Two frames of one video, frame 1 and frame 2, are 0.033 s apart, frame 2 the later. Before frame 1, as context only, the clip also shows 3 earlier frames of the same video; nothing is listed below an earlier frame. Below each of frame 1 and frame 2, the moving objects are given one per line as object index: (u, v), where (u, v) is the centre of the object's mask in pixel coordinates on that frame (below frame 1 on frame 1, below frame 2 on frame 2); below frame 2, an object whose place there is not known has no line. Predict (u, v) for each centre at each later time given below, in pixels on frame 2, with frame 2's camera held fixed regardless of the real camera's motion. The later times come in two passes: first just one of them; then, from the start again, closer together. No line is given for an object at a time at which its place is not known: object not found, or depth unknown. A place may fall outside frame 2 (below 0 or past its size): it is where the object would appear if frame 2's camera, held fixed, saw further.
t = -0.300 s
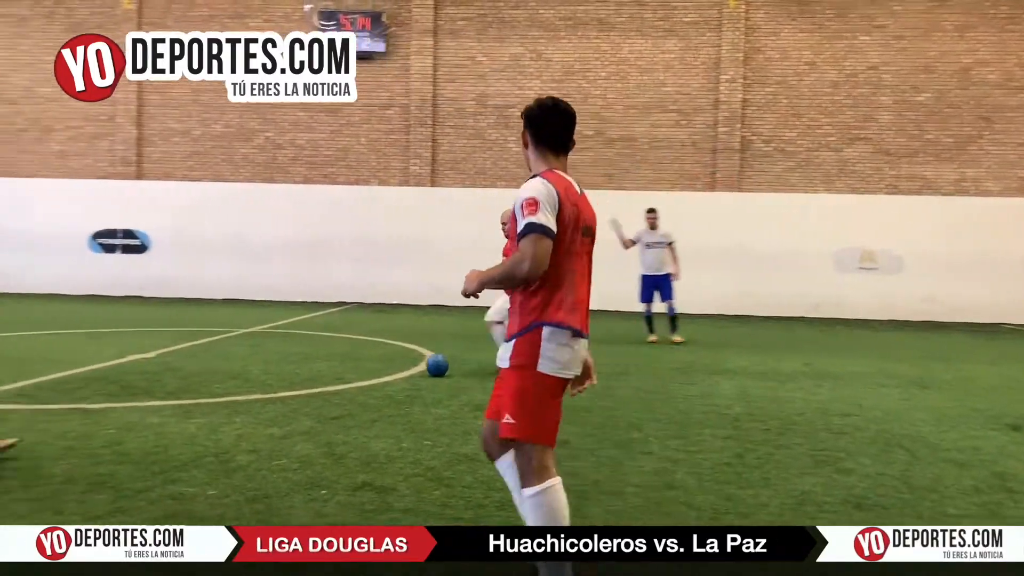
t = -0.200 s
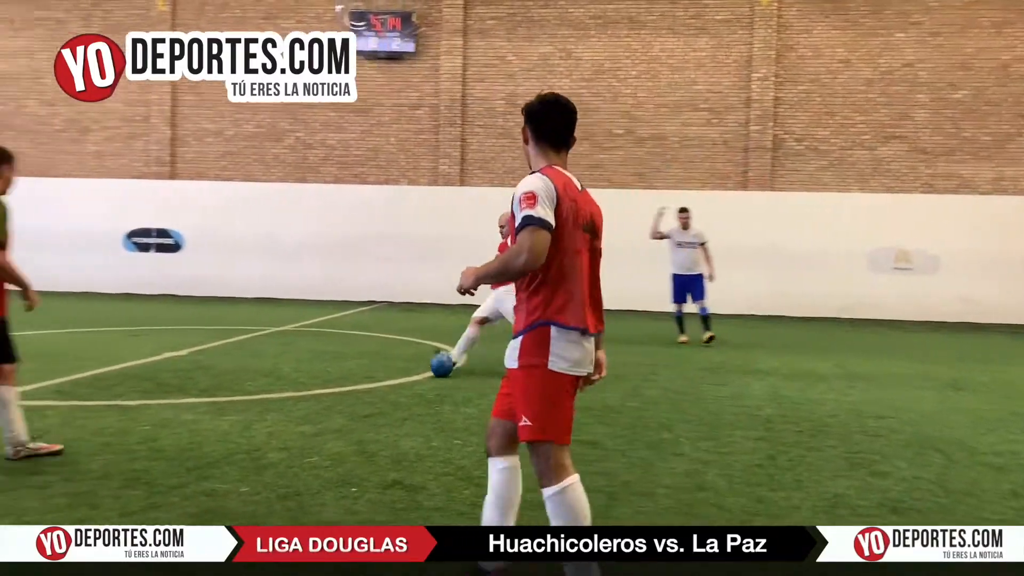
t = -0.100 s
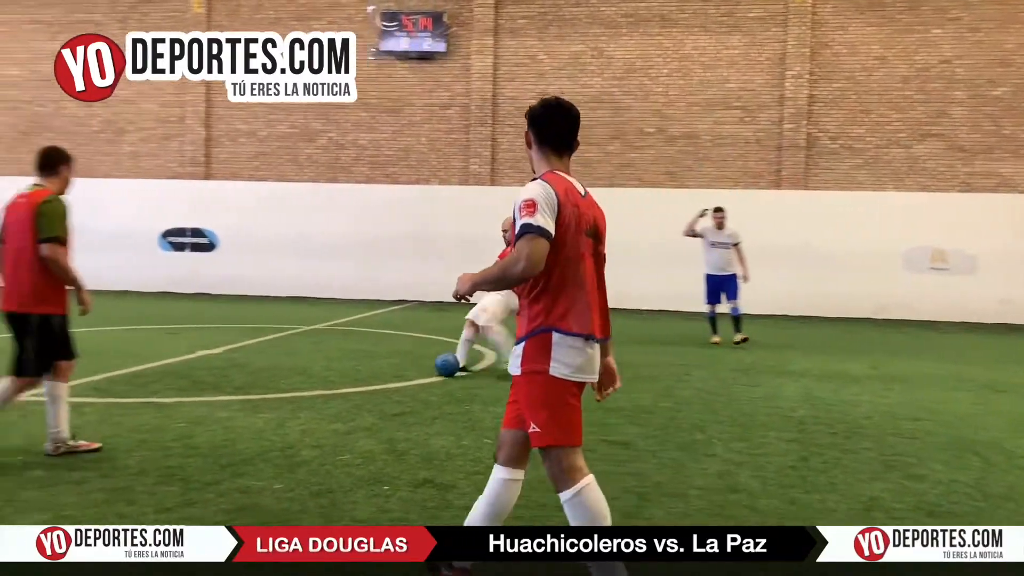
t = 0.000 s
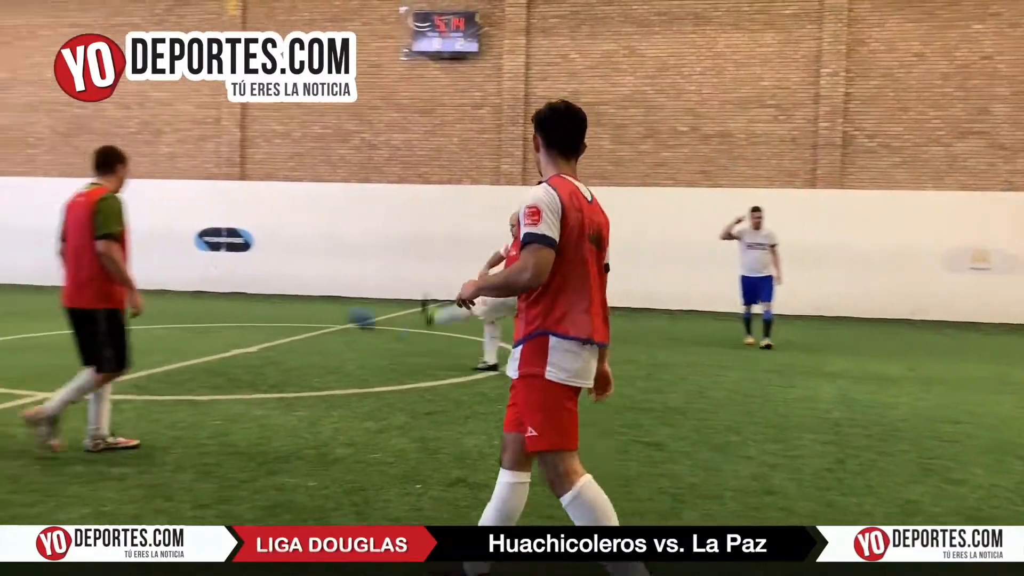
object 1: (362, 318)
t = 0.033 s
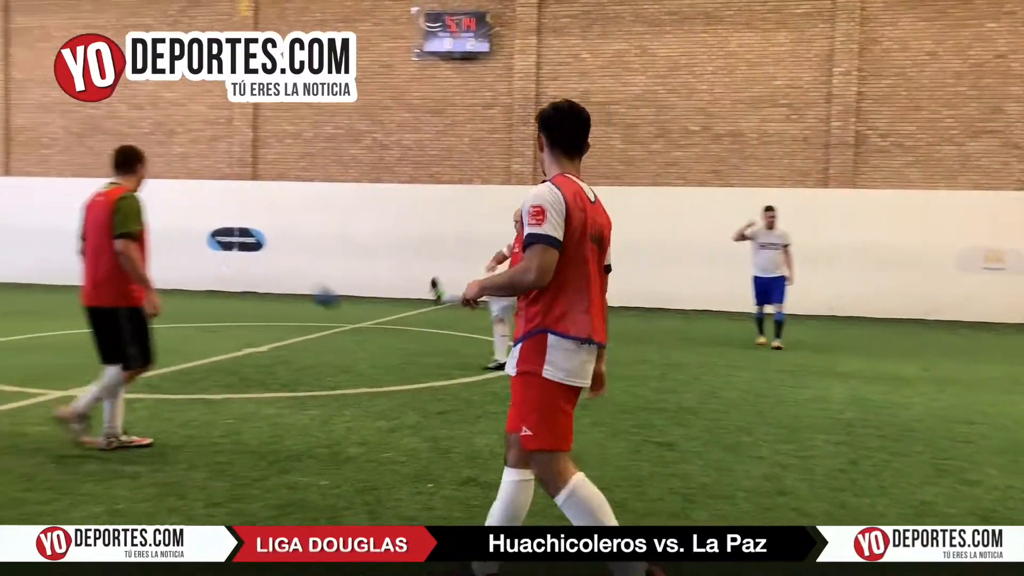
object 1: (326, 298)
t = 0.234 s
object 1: (97, 213)
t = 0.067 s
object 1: (279, 278)
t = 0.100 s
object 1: (235, 261)
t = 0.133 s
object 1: (196, 246)
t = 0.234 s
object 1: (97, 213)
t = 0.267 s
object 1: (68, 205)
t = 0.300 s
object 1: (41, 198)
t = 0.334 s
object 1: (16, 193)
